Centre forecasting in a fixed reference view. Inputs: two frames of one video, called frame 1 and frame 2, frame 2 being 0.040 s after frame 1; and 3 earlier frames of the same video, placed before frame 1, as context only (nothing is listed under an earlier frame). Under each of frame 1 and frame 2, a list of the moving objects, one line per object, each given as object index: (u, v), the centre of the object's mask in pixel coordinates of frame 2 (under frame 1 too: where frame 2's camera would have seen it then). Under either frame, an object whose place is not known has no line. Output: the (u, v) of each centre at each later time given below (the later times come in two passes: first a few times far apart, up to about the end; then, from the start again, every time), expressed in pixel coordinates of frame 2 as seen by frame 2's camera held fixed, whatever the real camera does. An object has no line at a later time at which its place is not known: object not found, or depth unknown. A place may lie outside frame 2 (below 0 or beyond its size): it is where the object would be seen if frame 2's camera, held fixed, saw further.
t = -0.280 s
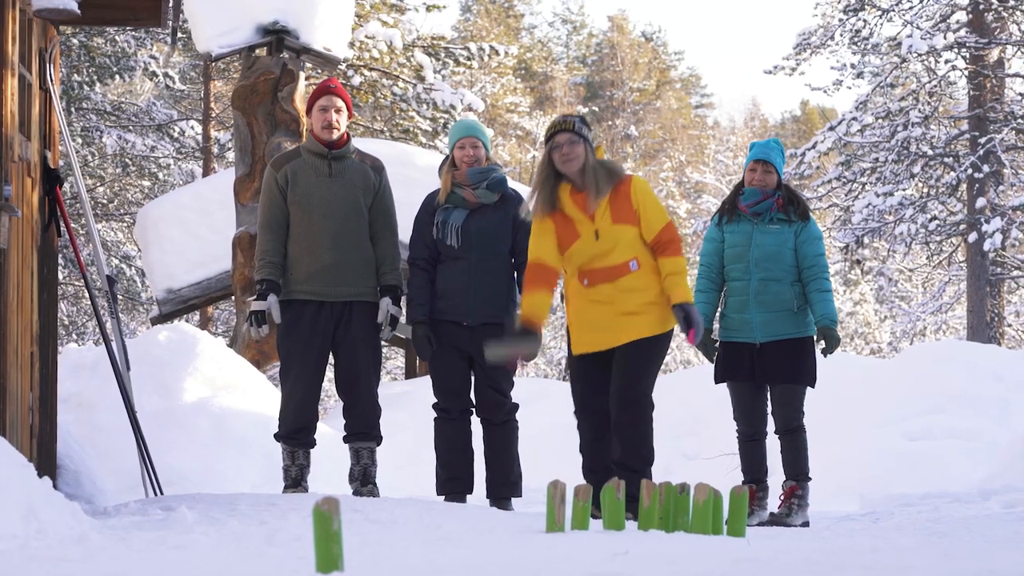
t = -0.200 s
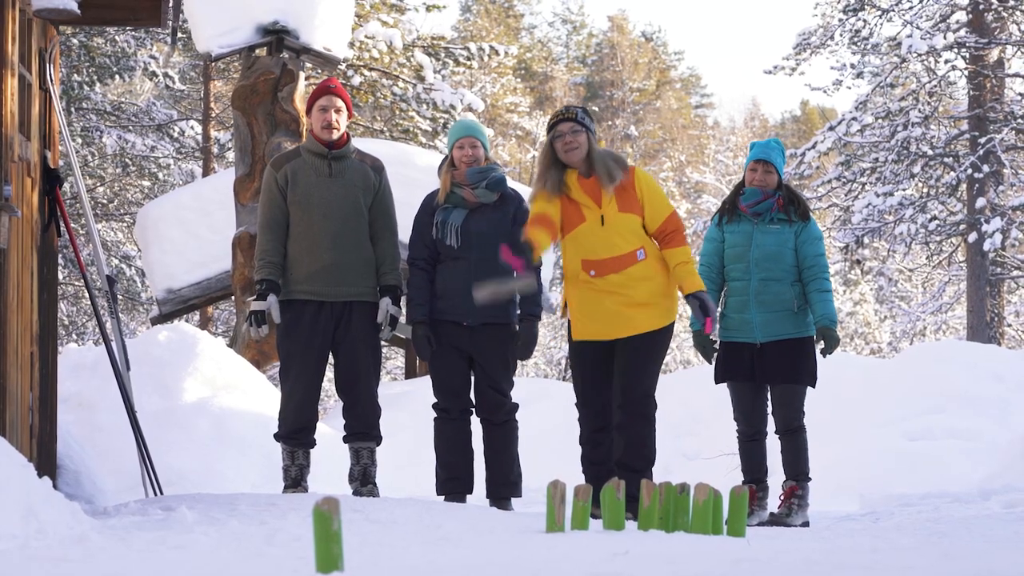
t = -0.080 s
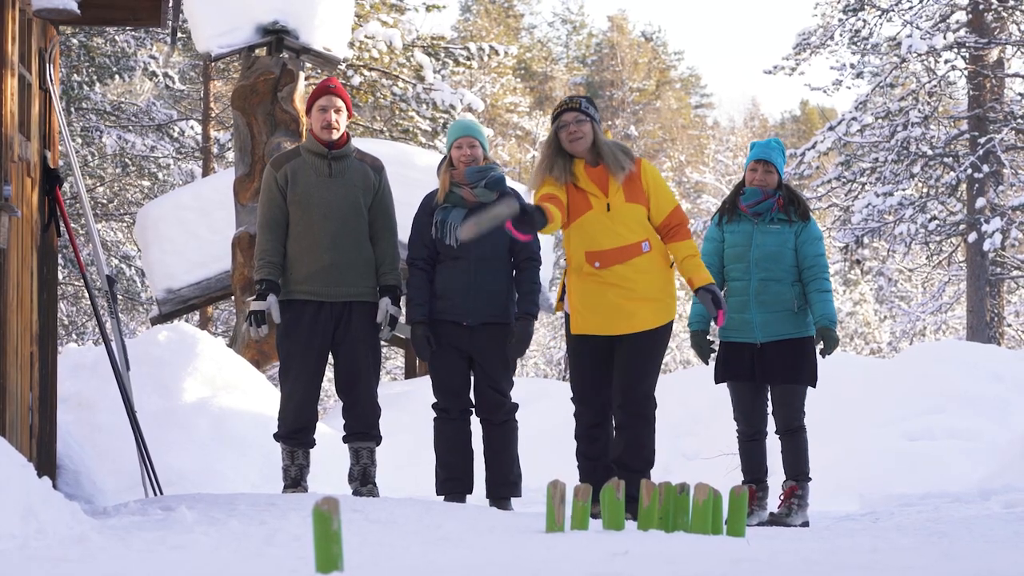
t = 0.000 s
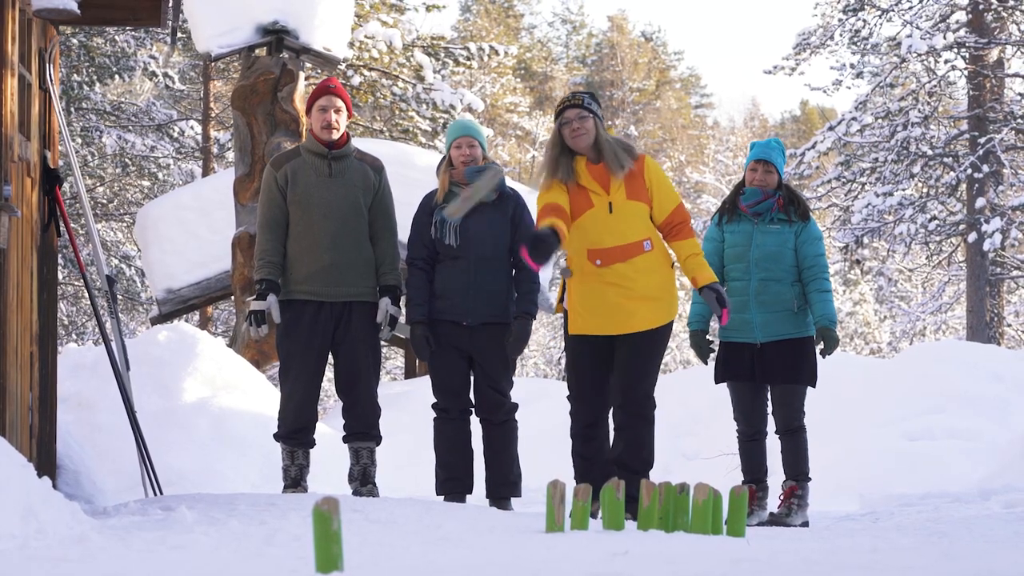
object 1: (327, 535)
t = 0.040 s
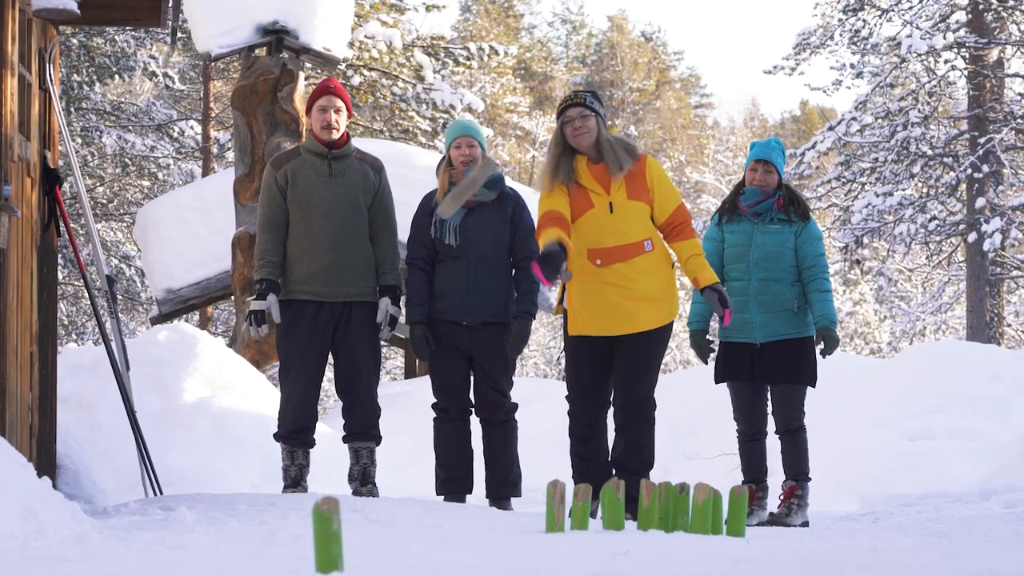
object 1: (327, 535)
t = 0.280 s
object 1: (327, 535)
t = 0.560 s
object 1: (328, 536)
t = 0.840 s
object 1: (338, 558)
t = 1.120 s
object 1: (326, 560)
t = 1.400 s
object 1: (326, 560)
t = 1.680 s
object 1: (317, 560)
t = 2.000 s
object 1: (317, 560)
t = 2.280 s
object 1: (317, 560)
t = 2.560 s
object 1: (318, 560)
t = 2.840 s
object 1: (318, 560)
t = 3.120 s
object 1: (318, 560)
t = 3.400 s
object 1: (318, 560)
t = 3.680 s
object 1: (318, 559)
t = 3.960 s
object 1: (318, 559)
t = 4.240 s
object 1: (318, 559)
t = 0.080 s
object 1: (327, 535)
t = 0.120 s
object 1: (327, 535)
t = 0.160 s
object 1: (327, 535)
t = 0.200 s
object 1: (327, 535)
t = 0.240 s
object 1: (327, 535)
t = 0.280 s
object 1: (327, 535)
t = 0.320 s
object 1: (327, 535)
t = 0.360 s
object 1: (327, 535)
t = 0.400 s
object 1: (327, 535)
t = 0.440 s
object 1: (327, 535)
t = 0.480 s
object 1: (327, 535)
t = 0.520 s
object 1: (327, 540)
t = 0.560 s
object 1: (328, 536)
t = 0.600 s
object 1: (327, 535)
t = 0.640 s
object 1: (330, 538)
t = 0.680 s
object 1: (337, 541)
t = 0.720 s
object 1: (343, 554)
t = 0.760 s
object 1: (342, 555)
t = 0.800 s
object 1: (344, 556)
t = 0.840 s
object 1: (338, 558)
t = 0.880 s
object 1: (333, 557)
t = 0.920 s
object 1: (330, 557)
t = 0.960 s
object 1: (326, 558)
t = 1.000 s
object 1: (327, 558)
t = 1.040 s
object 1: (326, 558)
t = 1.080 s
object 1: (326, 559)
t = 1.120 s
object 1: (326, 560)
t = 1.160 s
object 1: (326, 560)
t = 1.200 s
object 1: (326, 560)
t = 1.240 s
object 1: (327, 560)
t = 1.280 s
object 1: (328, 560)
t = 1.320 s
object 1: (328, 560)
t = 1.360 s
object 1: (327, 560)
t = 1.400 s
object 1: (326, 560)
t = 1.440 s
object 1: (324, 560)
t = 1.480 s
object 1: (322, 560)
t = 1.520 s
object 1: (321, 560)
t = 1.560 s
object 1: (319, 560)
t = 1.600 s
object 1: (318, 560)
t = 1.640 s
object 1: (317, 560)
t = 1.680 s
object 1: (317, 560)
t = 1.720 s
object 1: (316, 560)
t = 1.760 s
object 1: (317, 560)
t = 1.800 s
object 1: (317, 560)
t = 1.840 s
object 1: (317, 560)
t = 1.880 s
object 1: (317, 560)
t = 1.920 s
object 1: (317, 560)
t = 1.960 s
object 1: (317, 560)
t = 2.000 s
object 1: (317, 560)
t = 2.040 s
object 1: (317, 560)
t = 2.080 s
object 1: (317, 560)
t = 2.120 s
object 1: (317, 560)
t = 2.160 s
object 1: (317, 560)
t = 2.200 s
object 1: (317, 560)
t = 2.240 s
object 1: (317, 560)
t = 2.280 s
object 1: (317, 560)
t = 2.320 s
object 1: (317, 560)
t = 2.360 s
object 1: (317, 560)
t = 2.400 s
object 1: (318, 560)
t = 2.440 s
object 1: (318, 560)
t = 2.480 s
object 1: (318, 560)
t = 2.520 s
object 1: (318, 560)
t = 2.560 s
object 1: (318, 560)
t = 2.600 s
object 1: (318, 560)
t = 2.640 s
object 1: (318, 560)
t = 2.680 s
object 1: (318, 560)
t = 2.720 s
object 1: (318, 560)
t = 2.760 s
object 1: (318, 560)
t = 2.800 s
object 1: (318, 560)
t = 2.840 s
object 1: (318, 560)
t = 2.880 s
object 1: (318, 560)
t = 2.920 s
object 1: (318, 560)
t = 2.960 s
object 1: (318, 559)
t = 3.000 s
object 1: (318, 560)
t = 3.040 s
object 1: (318, 560)
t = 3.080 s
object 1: (318, 560)
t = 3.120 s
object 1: (318, 560)
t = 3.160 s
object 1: (318, 560)
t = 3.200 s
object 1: (318, 560)
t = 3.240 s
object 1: (318, 560)
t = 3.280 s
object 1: (318, 560)
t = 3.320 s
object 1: (318, 560)
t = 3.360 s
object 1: (318, 560)
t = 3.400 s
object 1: (318, 560)
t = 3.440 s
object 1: (318, 560)
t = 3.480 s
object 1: (318, 560)
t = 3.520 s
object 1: (318, 560)
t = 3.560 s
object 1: (318, 559)
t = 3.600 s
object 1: (318, 559)
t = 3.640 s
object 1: (318, 559)
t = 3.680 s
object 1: (318, 559)
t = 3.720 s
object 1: (318, 559)
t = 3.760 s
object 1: (318, 559)
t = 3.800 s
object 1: (318, 559)
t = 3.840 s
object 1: (318, 559)
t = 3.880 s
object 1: (318, 559)
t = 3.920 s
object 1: (318, 559)
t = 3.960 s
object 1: (318, 559)
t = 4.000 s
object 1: (318, 559)
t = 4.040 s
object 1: (318, 559)
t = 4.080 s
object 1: (318, 559)
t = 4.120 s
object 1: (318, 559)
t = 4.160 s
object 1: (318, 559)
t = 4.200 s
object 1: (318, 559)
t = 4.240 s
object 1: (318, 559)
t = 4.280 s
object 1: (318, 559)
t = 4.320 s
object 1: (318, 559)
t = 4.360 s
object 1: (318, 559)
